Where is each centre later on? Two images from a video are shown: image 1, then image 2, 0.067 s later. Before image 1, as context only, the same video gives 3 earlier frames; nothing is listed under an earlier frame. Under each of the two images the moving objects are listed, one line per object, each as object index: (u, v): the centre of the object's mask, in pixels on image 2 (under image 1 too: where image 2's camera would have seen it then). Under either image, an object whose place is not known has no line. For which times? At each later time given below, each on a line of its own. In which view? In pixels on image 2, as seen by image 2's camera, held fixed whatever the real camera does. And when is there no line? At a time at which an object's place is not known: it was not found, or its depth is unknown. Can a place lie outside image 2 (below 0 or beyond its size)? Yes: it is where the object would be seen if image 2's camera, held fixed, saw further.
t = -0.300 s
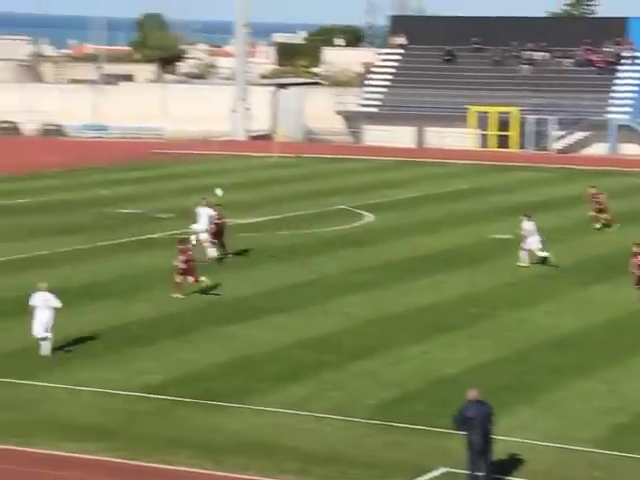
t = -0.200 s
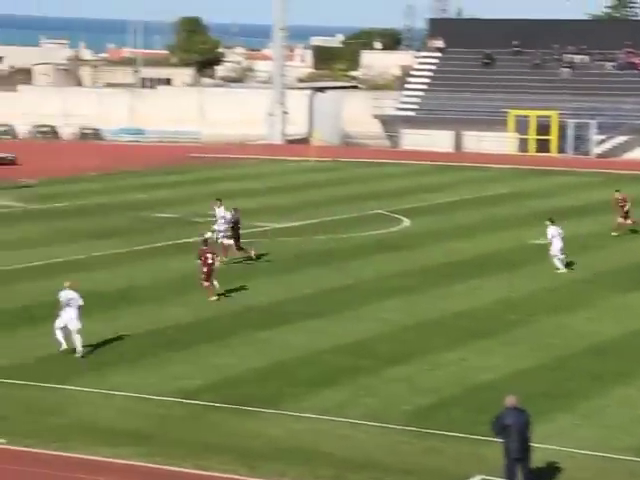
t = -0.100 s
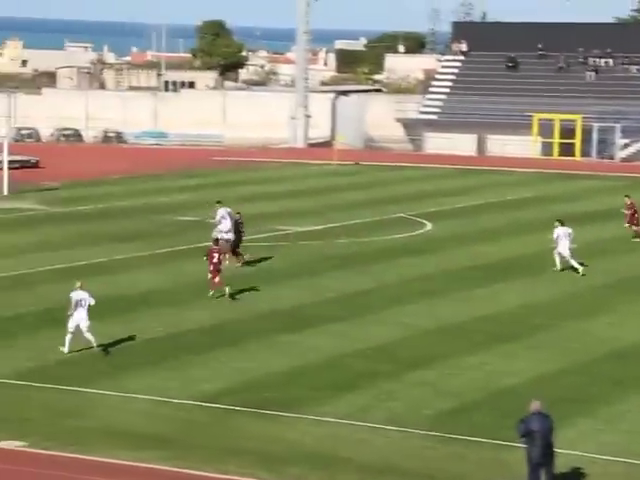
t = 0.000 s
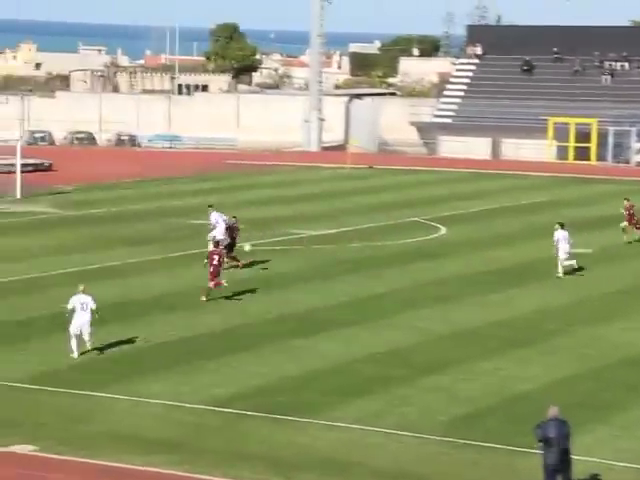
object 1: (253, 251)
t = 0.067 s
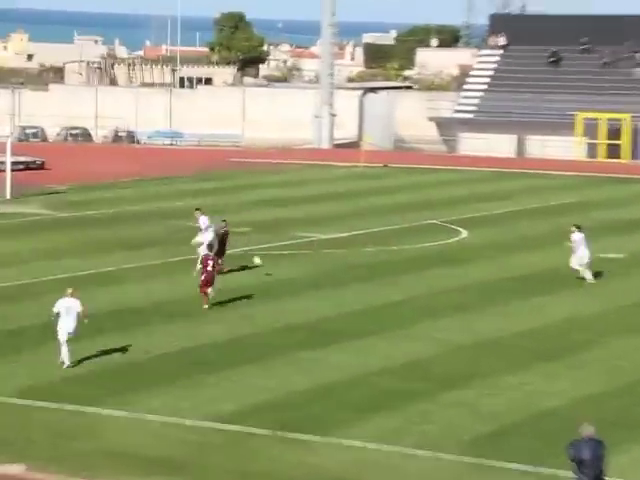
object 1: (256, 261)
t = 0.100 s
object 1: (257, 263)
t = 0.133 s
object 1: (259, 268)
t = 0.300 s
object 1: (271, 258)
